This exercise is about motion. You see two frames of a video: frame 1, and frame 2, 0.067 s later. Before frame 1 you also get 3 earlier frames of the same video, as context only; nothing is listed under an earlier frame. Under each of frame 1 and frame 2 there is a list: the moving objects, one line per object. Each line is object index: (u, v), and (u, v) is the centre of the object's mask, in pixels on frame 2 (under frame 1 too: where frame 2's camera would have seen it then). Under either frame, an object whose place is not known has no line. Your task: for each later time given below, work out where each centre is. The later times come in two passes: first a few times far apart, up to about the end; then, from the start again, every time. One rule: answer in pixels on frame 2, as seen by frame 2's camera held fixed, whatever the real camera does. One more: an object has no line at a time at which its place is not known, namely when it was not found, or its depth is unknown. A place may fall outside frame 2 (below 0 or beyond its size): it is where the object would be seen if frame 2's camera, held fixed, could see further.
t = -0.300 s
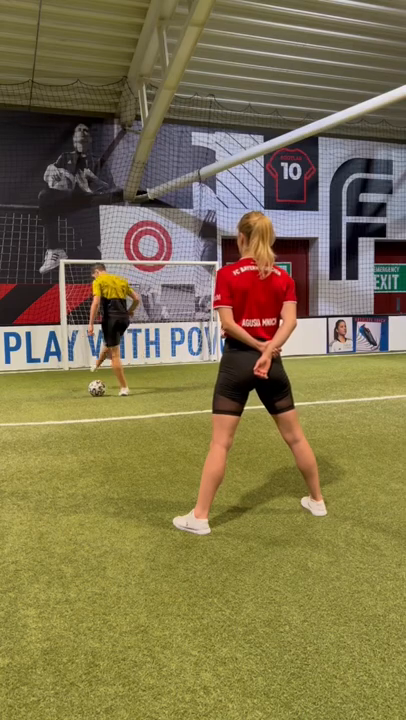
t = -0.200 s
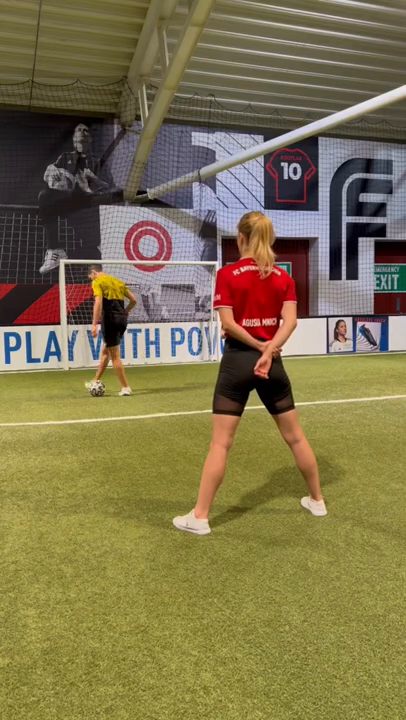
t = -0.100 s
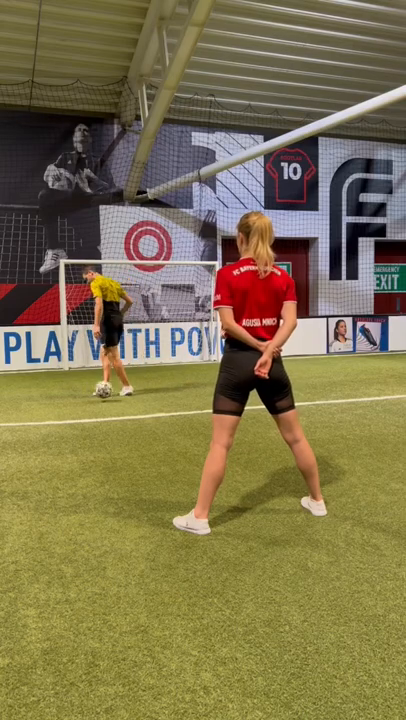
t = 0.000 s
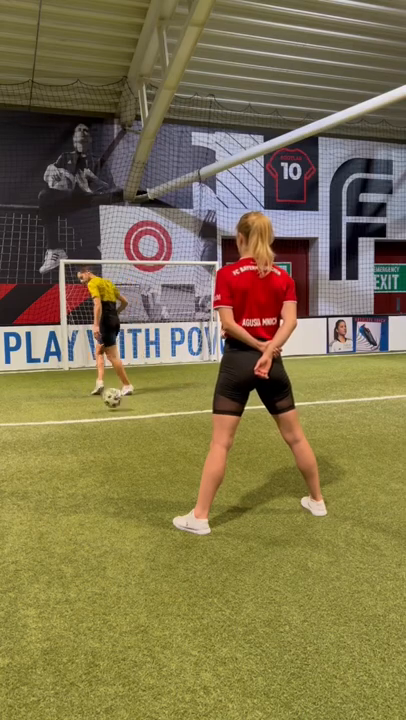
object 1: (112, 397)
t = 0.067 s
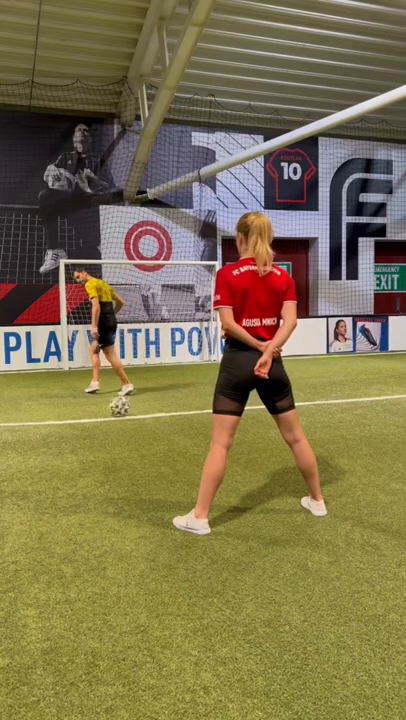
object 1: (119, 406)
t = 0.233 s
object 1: (135, 421)
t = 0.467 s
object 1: (157, 441)
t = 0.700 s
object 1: (179, 466)
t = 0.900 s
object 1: (193, 488)
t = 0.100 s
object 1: (122, 407)
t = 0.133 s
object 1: (125, 408)
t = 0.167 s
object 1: (128, 410)
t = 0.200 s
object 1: (131, 415)
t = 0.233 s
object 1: (135, 421)
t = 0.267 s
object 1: (139, 425)
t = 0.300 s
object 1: (141, 426)
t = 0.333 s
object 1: (144, 428)
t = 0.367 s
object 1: (147, 431)
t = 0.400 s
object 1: (151, 436)
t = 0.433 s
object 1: (154, 440)
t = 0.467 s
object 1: (157, 441)
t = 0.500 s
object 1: (160, 443)
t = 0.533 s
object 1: (163, 446)
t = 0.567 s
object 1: (166, 451)
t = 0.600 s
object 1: (169, 455)
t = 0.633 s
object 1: (172, 457)
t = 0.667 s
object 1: (176, 461)
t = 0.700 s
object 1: (179, 466)
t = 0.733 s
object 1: (183, 469)
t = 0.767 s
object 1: (186, 472)
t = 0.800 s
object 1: (188, 477)
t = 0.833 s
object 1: (190, 481)
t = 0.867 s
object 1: (191, 484)
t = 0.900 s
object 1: (193, 488)
